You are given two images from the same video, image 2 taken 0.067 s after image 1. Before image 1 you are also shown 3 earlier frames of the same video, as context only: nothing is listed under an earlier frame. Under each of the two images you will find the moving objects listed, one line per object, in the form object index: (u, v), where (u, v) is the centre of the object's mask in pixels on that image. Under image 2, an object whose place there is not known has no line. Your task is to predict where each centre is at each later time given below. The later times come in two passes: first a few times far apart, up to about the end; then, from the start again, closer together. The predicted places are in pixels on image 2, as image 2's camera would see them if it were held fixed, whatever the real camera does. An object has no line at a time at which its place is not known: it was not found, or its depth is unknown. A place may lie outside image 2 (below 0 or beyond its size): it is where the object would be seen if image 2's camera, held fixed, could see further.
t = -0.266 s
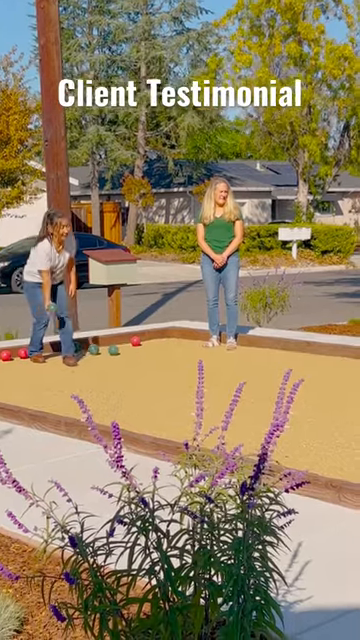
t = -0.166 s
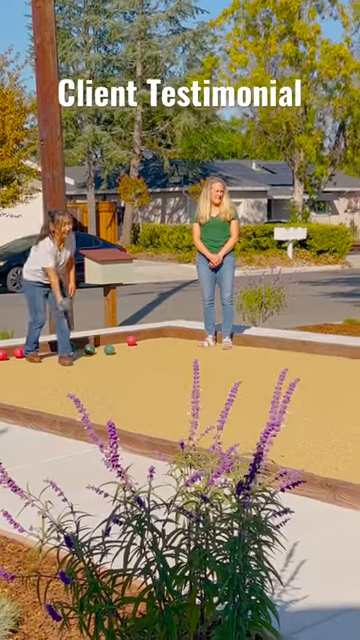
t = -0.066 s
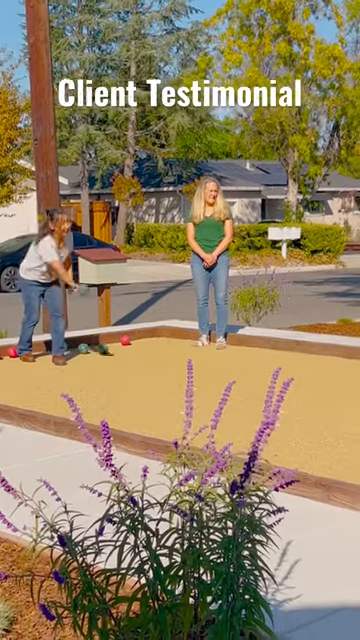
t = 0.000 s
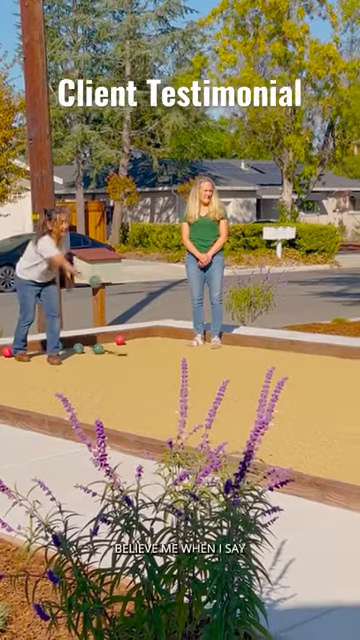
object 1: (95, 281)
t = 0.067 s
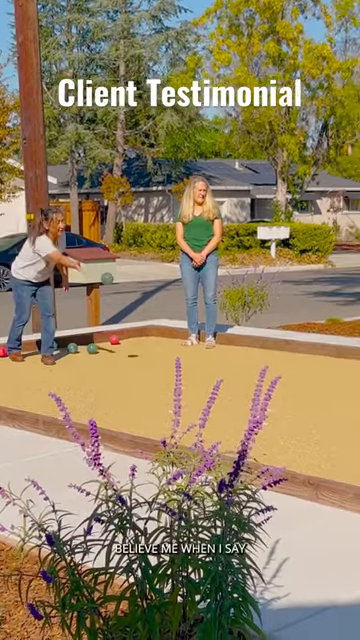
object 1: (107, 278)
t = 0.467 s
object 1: (230, 386)
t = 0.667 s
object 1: (285, 394)
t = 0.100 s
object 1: (116, 278)
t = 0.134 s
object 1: (125, 280)
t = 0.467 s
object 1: (230, 386)
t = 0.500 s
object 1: (237, 387)
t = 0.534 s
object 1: (246, 387)
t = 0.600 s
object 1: (268, 392)
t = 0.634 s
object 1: (276, 393)
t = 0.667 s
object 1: (285, 394)
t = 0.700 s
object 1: (294, 396)
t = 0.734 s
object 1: (303, 397)
